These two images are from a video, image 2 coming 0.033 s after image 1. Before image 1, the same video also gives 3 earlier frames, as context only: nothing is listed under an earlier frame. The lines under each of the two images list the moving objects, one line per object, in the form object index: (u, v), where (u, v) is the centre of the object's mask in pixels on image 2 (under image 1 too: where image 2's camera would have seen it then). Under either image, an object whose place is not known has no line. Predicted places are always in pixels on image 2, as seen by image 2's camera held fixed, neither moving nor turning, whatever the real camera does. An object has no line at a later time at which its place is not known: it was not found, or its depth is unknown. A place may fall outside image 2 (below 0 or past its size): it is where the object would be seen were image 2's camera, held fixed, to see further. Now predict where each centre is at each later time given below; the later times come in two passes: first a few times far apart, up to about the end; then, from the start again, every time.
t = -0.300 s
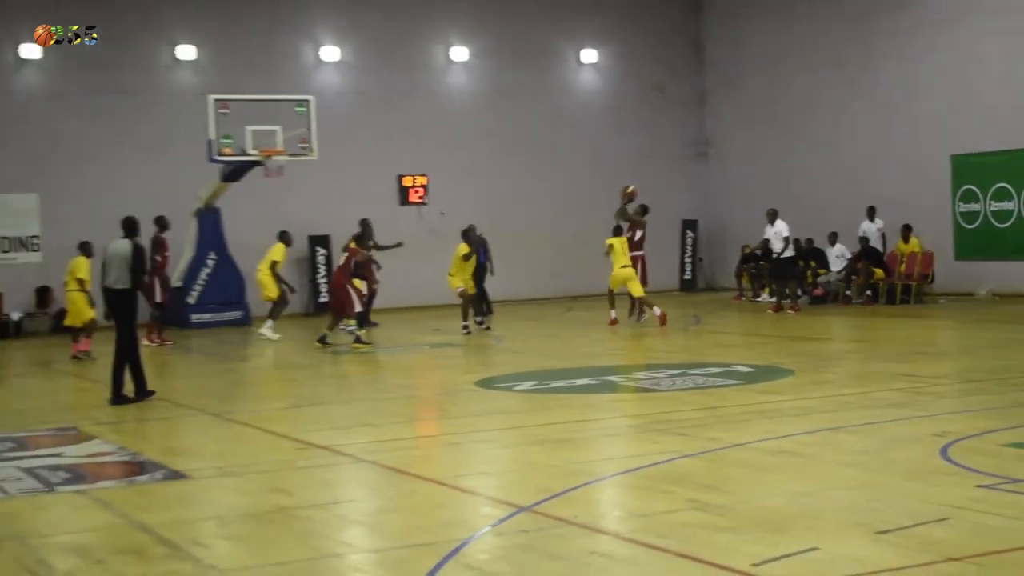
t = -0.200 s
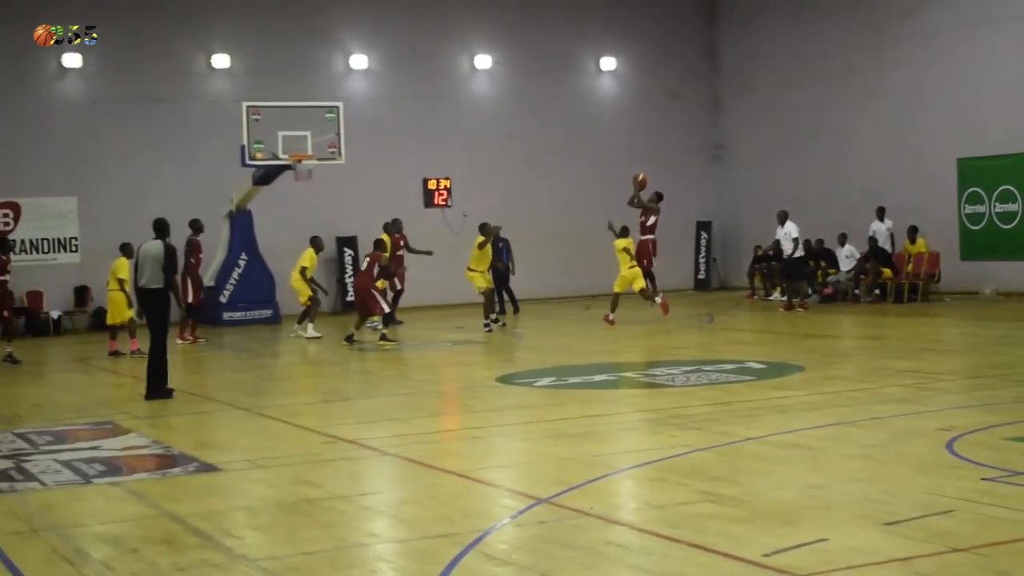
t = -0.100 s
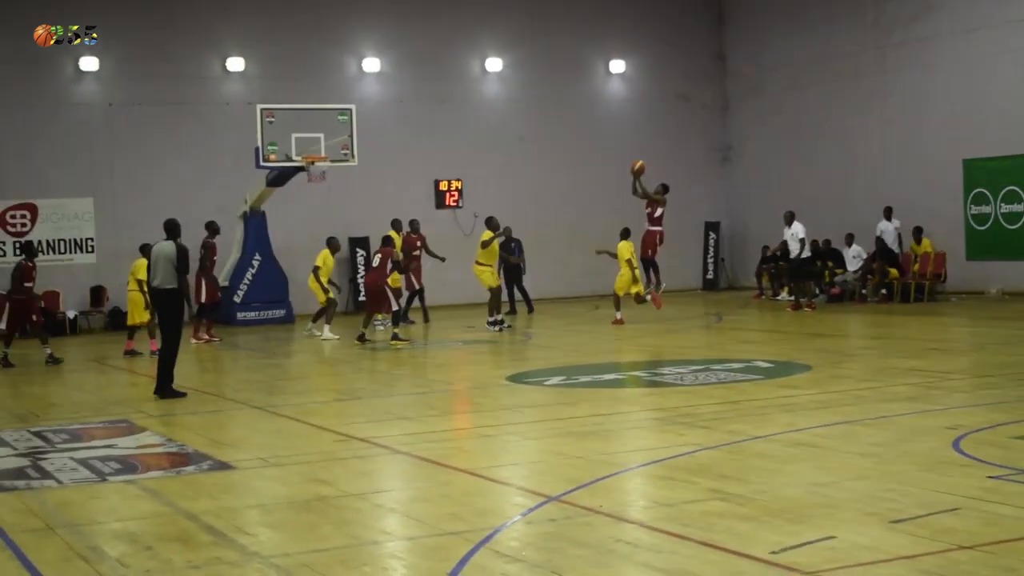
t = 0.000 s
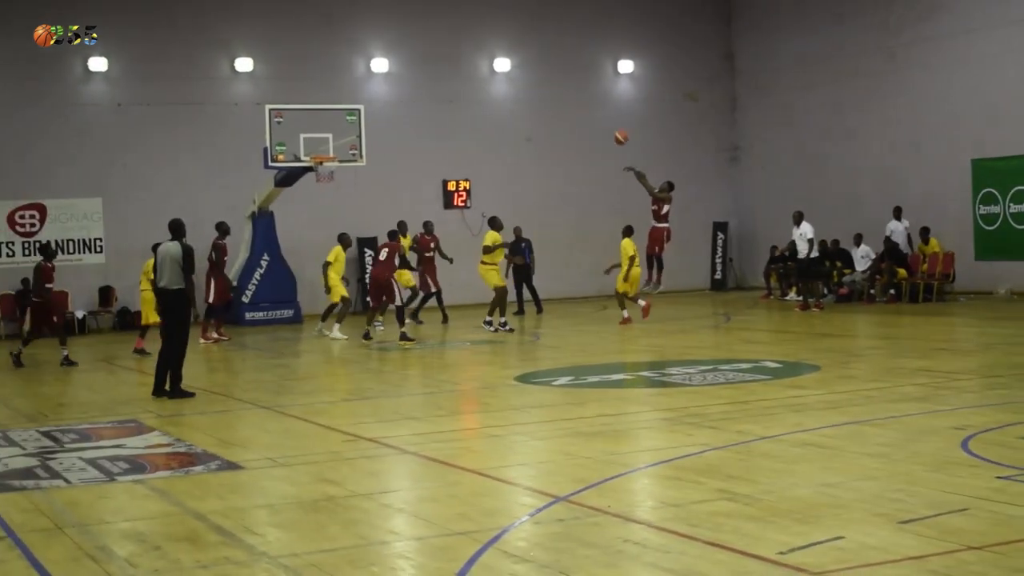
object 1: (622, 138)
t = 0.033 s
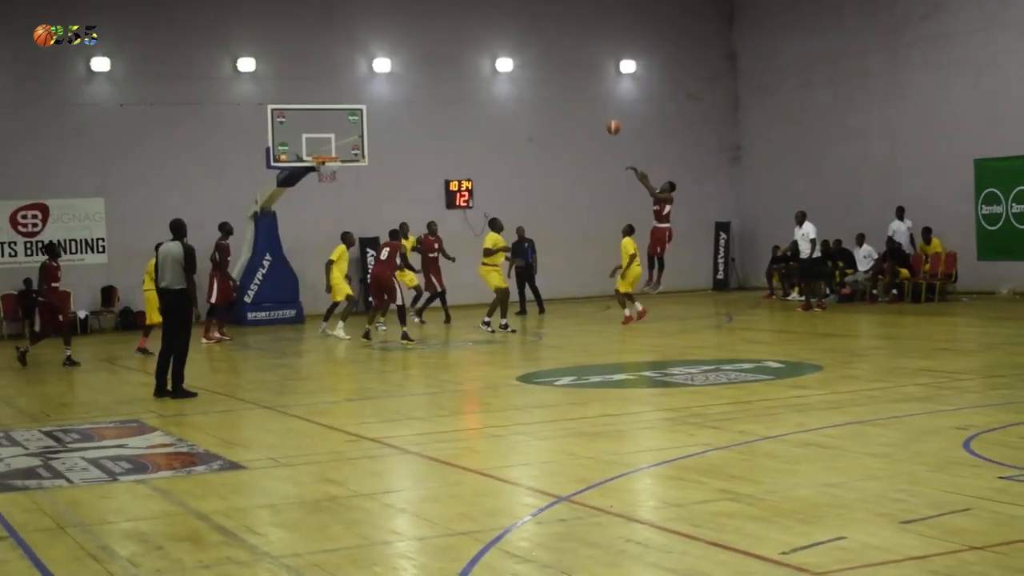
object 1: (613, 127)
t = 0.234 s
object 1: (560, 84)
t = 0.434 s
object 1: (507, 63)
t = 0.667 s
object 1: (448, 68)
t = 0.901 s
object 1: (391, 105)
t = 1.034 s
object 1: (360, 139)
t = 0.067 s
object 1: (605, 118)
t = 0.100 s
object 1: (596, 111)
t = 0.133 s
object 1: (586, 103)
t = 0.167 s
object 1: (578, 95)
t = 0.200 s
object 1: (571, 90)
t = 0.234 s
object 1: (560, 84)
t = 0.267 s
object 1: (551, 79)
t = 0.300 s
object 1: (543, 74)
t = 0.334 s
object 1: (535, 70)
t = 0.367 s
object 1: (526, 67)
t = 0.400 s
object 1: (518, 65)
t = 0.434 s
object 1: (507, 63)
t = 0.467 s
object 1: (498, 61)
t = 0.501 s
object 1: (491, 62)
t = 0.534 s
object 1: (482, 62)
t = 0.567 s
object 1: (473, 62)
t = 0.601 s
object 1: (465, 63)
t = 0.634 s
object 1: (456, 65)
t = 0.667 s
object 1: (448, 68)
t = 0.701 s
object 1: (440, 72)
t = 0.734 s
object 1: (431, 75)
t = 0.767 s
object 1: (423, 80)
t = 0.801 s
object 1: (416, 86)
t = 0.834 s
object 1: (407, 92)
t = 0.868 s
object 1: (399, 98)
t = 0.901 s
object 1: (391, 105)
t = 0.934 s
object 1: (383, 112)
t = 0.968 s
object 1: (375, 121)
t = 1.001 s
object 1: (367, 128)
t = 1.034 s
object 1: (360, 139)
